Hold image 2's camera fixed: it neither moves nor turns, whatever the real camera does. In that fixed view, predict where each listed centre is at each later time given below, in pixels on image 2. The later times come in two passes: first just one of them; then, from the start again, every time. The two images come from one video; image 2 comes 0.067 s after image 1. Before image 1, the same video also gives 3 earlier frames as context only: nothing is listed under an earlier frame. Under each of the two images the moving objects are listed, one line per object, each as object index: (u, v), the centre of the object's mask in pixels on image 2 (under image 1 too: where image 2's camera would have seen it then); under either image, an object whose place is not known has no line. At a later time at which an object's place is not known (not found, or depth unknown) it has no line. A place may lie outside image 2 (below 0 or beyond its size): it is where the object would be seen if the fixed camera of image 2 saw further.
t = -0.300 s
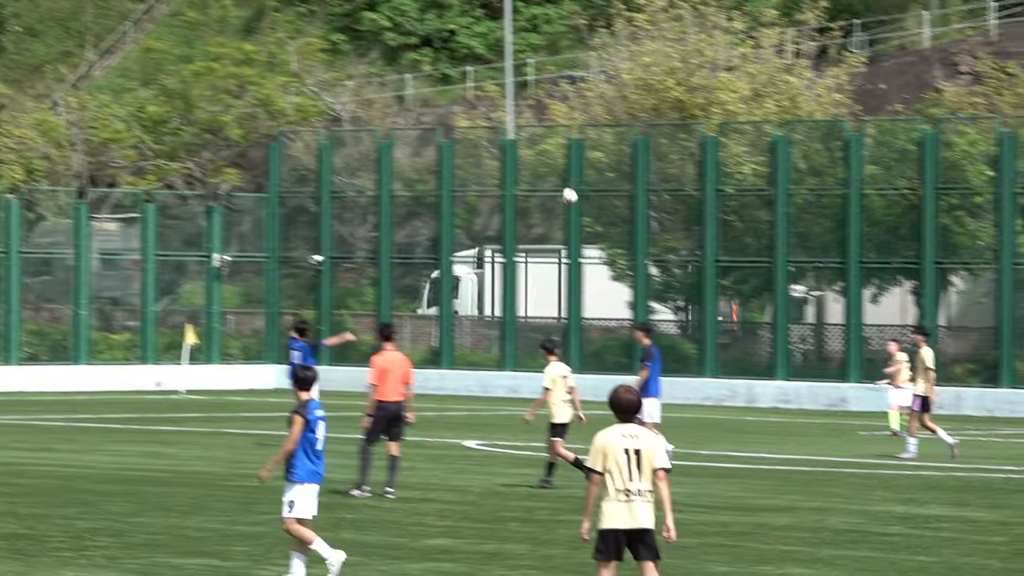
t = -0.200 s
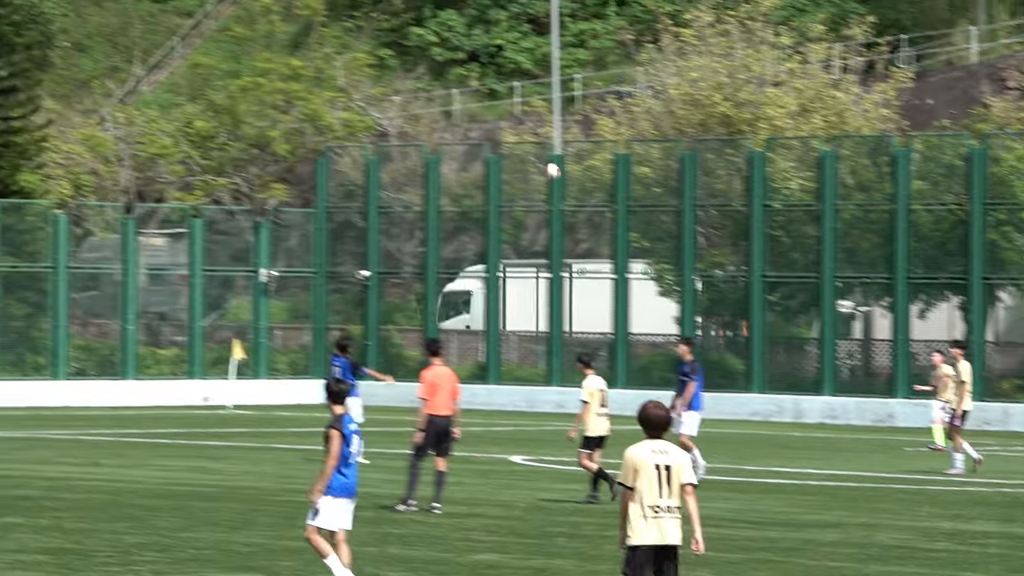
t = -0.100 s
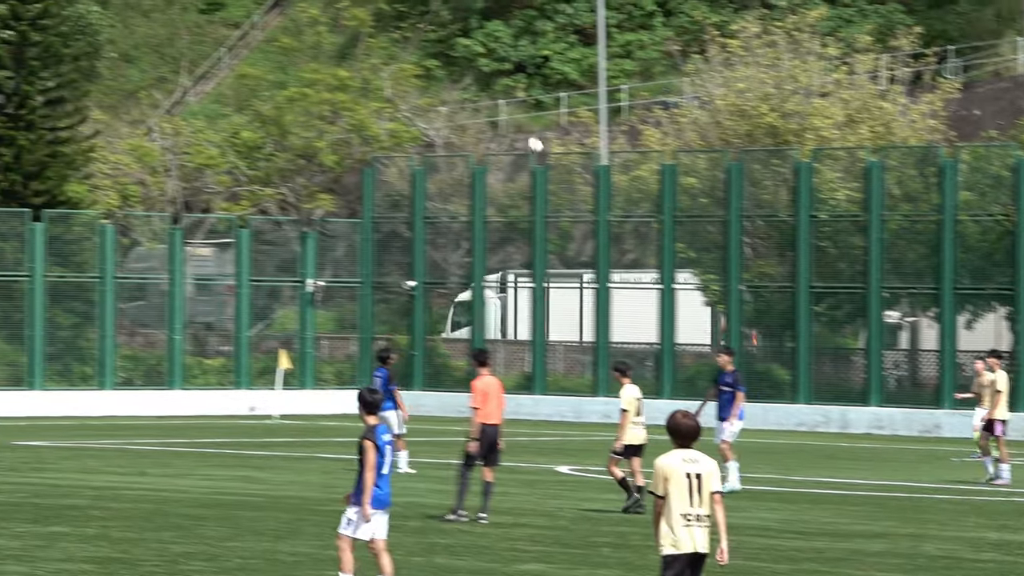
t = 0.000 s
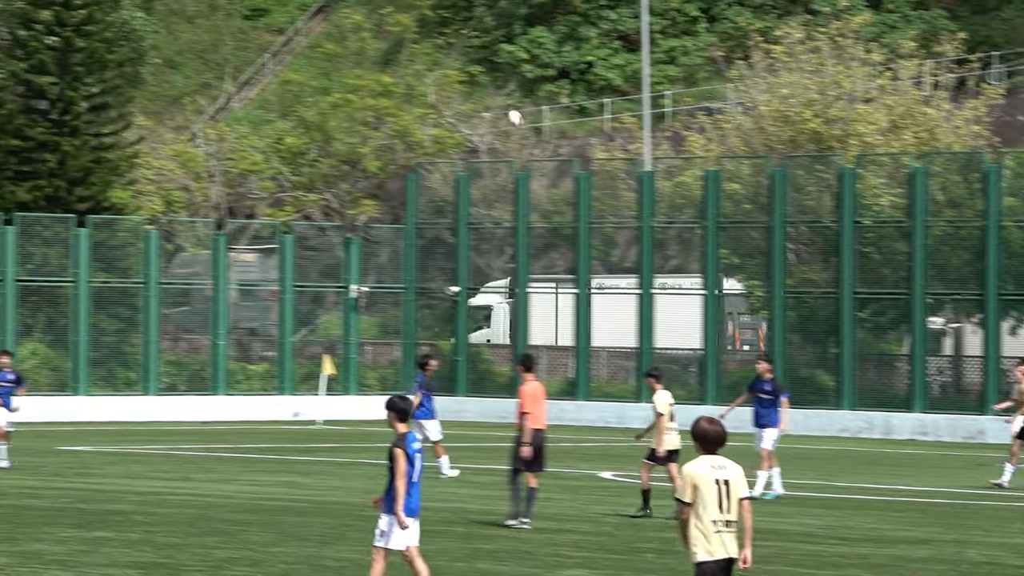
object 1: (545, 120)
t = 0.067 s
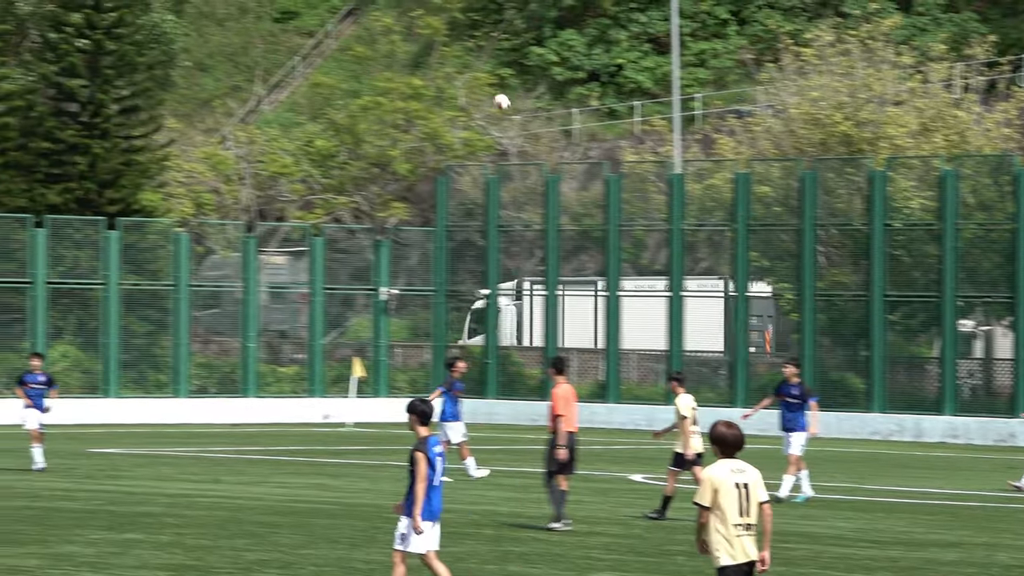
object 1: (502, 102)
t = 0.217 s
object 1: (405, 66)
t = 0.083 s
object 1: (491, 97)
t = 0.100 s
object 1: (480, 93)
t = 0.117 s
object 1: (470, 89)
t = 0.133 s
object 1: (459, 85)
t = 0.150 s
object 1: (448, 80)
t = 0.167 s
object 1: (437, 76)
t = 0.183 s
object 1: (426, 73)
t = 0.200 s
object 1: (416, 69)
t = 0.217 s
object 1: (405, 66)
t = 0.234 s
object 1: (395, 62)
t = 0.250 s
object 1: (386, 58)
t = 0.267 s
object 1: (376, 55)
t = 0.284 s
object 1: (366, 51)
